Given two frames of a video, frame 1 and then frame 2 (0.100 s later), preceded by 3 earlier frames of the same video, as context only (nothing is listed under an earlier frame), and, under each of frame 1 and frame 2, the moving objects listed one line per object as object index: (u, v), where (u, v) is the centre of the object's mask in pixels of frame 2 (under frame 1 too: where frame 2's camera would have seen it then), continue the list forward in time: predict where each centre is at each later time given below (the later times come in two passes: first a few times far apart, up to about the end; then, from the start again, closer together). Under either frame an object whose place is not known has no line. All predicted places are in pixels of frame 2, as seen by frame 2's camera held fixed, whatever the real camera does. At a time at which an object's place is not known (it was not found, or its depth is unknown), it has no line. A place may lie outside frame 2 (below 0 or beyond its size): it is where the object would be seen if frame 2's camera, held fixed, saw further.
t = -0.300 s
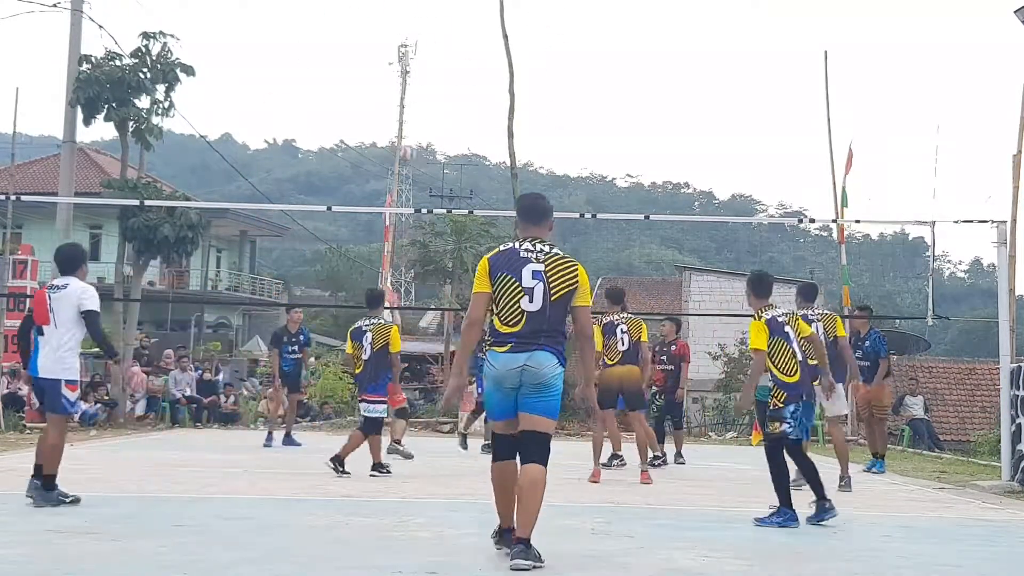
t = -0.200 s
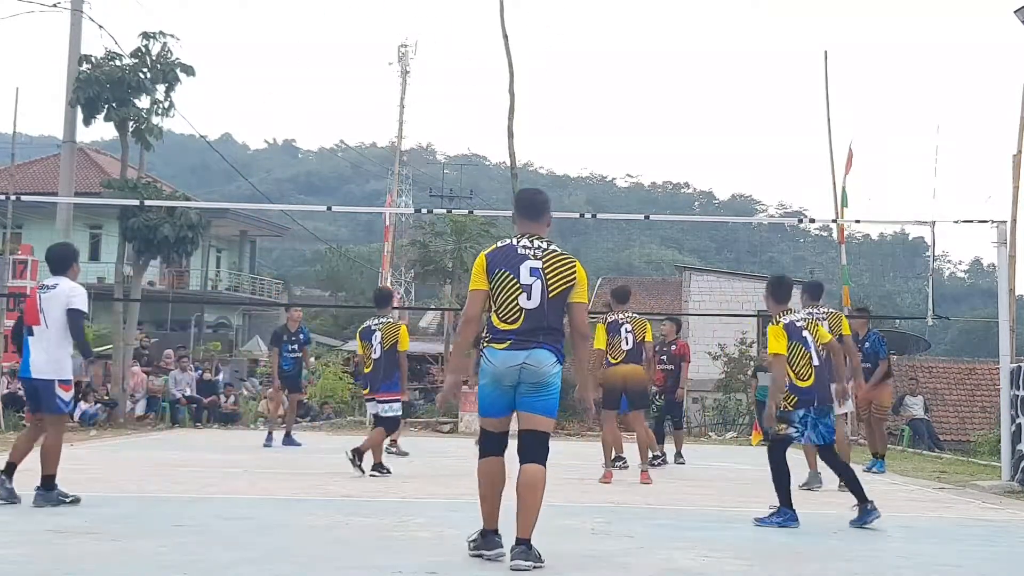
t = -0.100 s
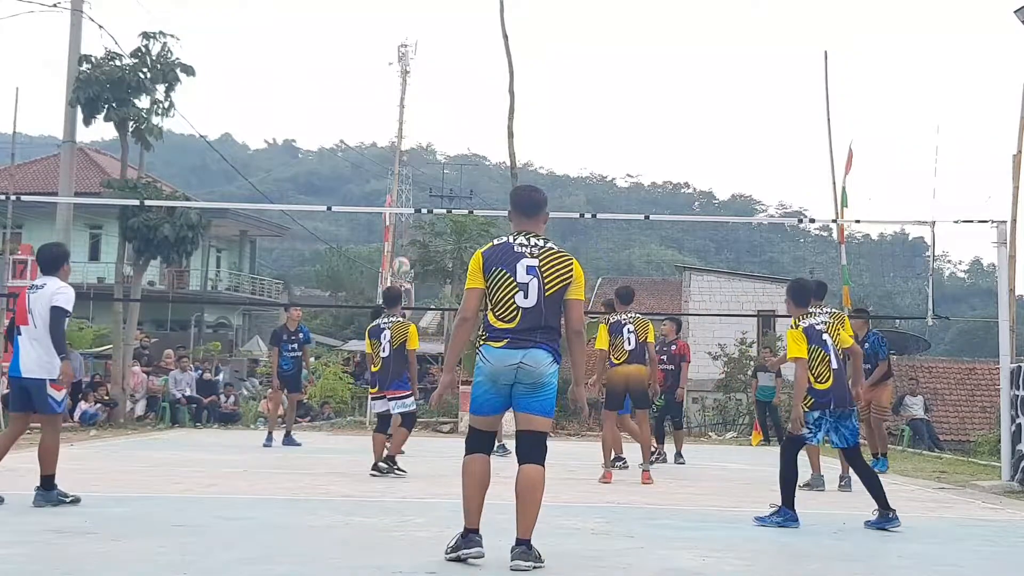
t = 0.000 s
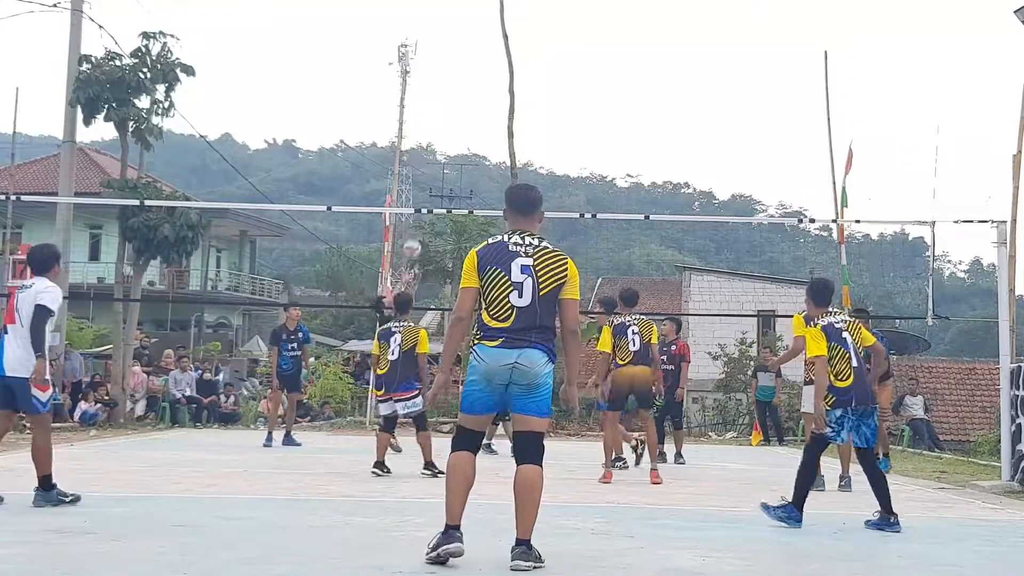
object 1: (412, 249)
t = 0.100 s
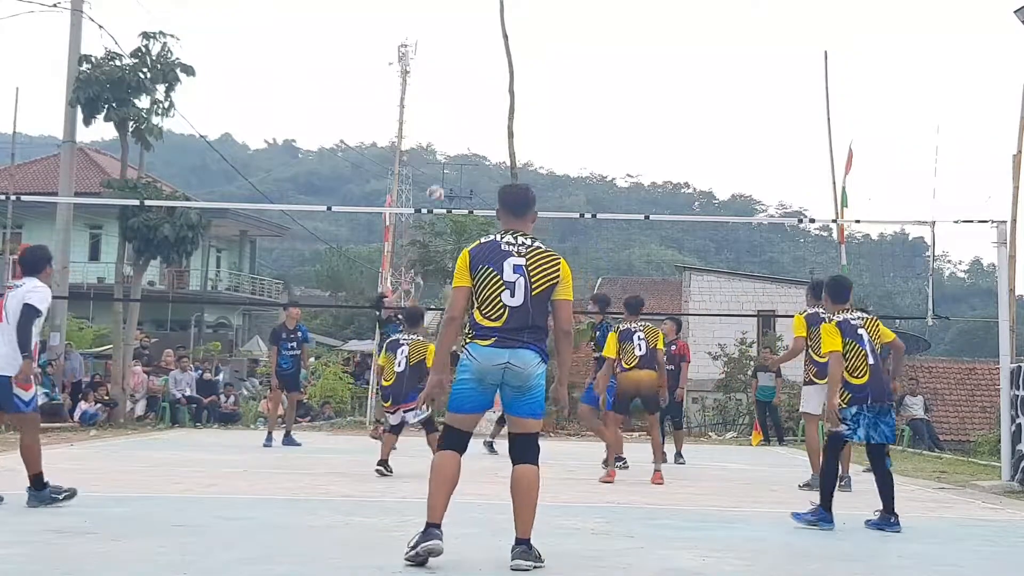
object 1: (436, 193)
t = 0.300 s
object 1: (479, 109)
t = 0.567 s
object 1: (537, 44)
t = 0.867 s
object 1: (602, 43)
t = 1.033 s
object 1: (640, 76)
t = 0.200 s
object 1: (457, 148)
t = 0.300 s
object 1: (479, 109)
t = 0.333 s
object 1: (486, 98)
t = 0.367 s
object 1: (493, 88)
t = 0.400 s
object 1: (501, 78)
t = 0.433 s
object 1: (508, 69)
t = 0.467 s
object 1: (516, 61)
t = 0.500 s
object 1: (522, 55)
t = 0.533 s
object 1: (530, 49)
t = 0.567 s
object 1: (537, 44)
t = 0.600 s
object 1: (544, 40)
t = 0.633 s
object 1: (551, 37)
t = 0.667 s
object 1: (558, 35)
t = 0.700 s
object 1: (566, 34)
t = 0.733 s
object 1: (573, 33)
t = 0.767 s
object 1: (580, 34)
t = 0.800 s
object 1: (588, 36)
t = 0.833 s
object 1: (595, 38)
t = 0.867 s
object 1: (602, 43)
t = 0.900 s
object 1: (610, 47)
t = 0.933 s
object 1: (618, 52)
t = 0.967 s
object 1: (625, 59)
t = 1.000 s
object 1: (632, 67)
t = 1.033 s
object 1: (640, 76)
